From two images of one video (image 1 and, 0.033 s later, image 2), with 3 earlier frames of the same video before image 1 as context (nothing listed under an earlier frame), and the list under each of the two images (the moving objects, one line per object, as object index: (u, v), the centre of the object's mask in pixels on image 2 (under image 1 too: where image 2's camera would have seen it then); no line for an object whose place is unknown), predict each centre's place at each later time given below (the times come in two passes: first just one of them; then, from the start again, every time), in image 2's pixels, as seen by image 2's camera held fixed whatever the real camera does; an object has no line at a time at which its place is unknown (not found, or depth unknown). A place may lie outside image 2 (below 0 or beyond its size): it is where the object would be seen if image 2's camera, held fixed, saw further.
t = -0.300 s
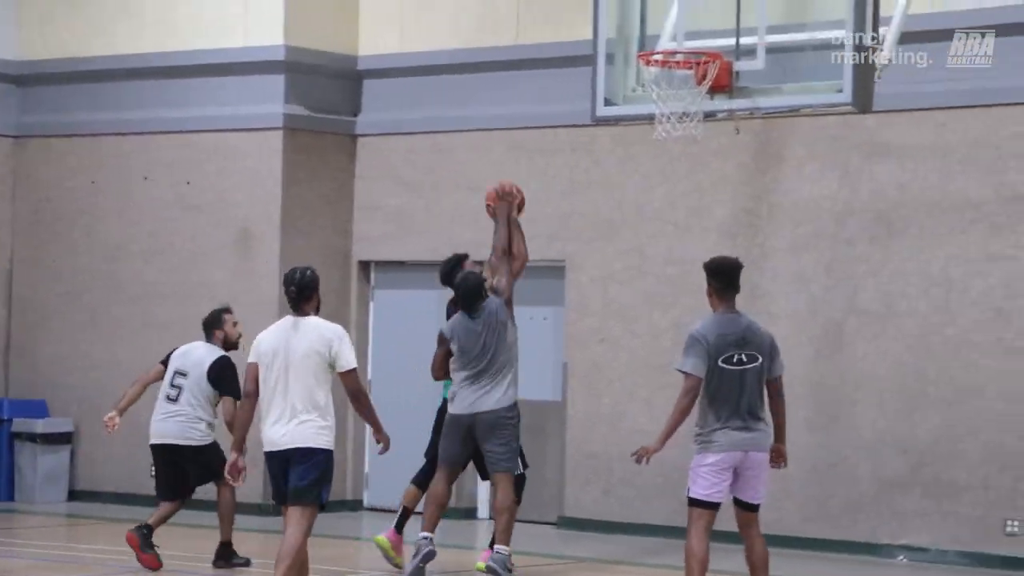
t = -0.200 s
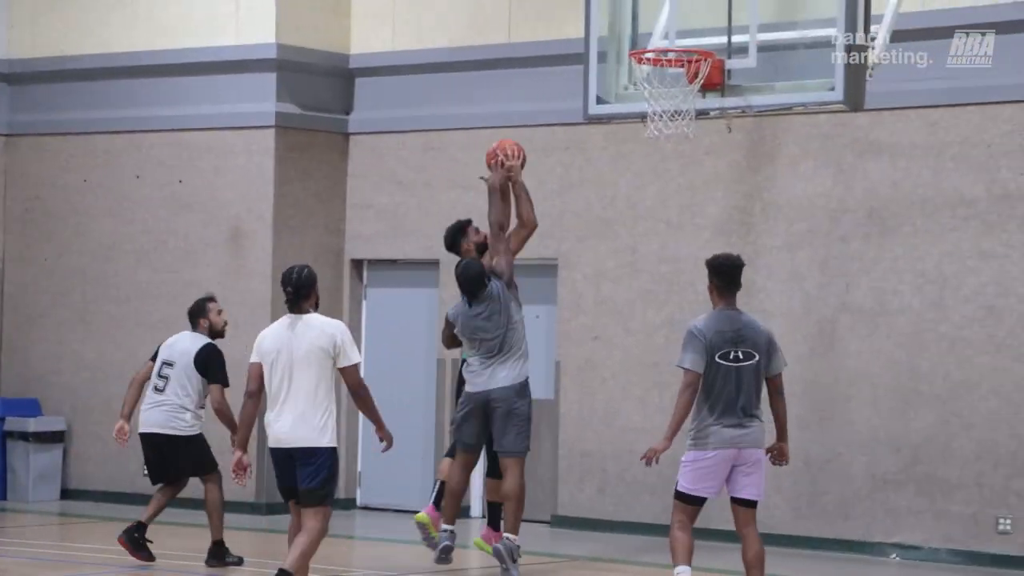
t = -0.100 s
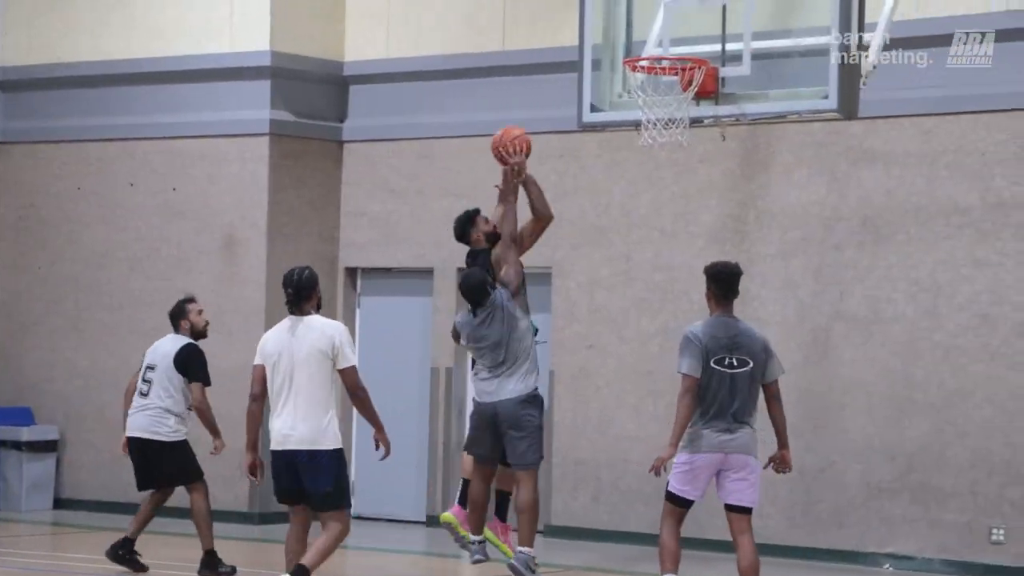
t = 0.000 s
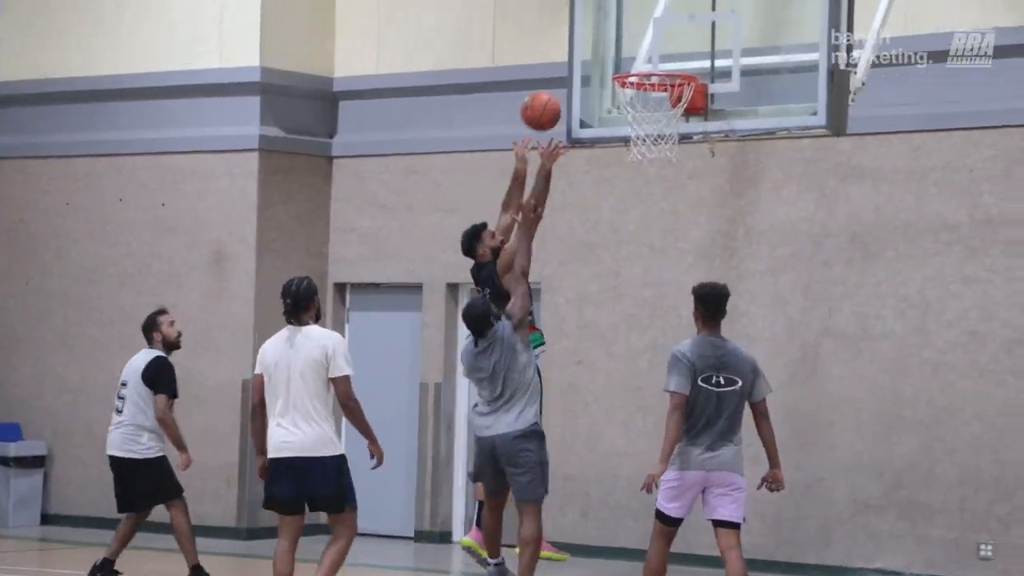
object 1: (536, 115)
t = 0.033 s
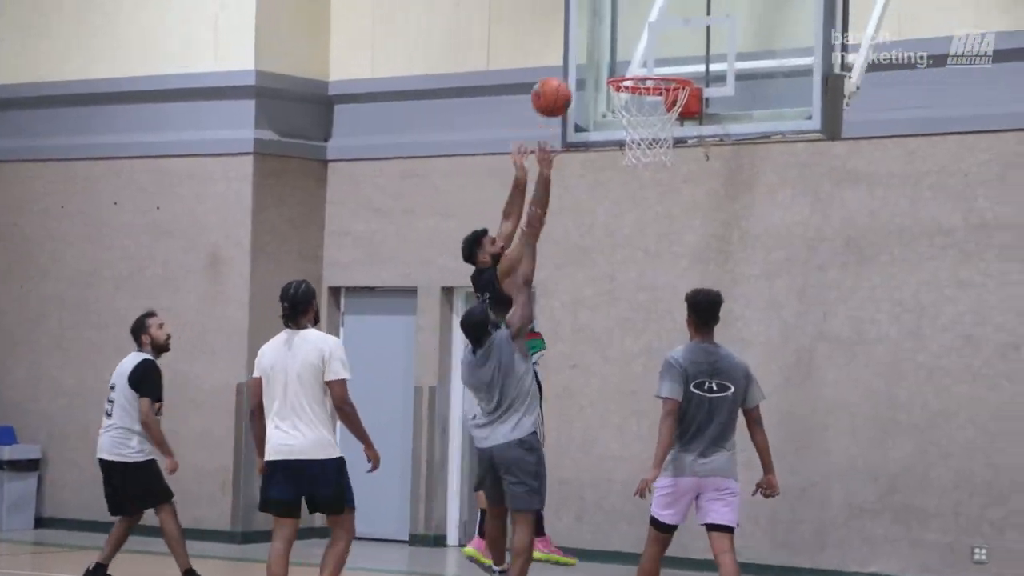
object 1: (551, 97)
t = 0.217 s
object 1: (630, 34)
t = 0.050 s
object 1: (559, 89)
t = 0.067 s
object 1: (567, 81)
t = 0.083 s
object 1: (576, 74)
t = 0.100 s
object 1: (584, 66)
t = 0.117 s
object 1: (591, 60)
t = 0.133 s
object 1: (599, 54)
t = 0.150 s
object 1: (607, 48)
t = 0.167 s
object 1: (615, 43)
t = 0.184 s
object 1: (623, 39)
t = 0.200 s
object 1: (627, 36)
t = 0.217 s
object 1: (630, 34)
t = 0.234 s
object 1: (632, 33)
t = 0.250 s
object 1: (635, 32)
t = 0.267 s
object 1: (638, 31)
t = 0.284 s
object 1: (640, 31)
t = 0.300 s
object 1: (643, 31)
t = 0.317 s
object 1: (646, 32)
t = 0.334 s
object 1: (648, 34)
